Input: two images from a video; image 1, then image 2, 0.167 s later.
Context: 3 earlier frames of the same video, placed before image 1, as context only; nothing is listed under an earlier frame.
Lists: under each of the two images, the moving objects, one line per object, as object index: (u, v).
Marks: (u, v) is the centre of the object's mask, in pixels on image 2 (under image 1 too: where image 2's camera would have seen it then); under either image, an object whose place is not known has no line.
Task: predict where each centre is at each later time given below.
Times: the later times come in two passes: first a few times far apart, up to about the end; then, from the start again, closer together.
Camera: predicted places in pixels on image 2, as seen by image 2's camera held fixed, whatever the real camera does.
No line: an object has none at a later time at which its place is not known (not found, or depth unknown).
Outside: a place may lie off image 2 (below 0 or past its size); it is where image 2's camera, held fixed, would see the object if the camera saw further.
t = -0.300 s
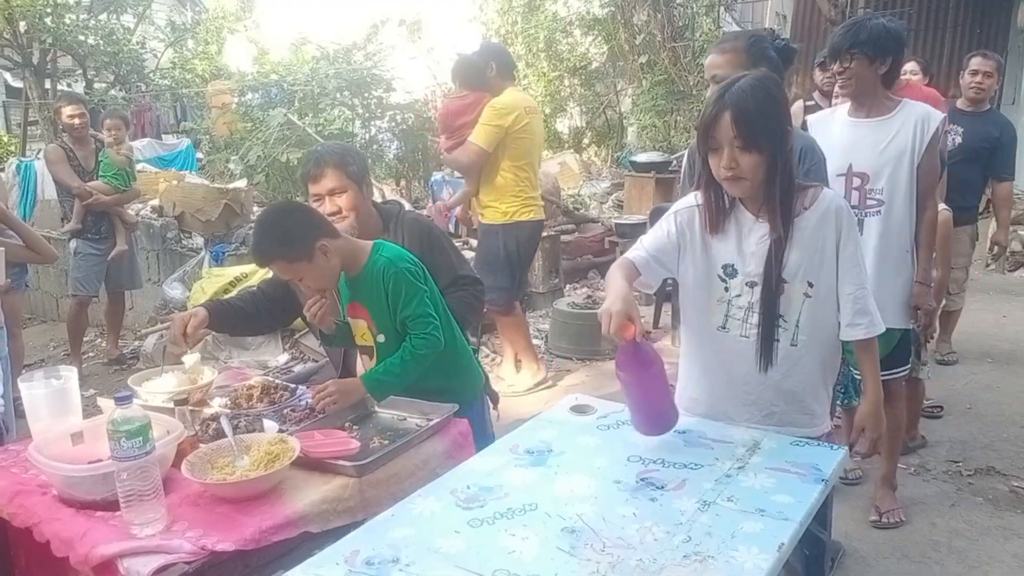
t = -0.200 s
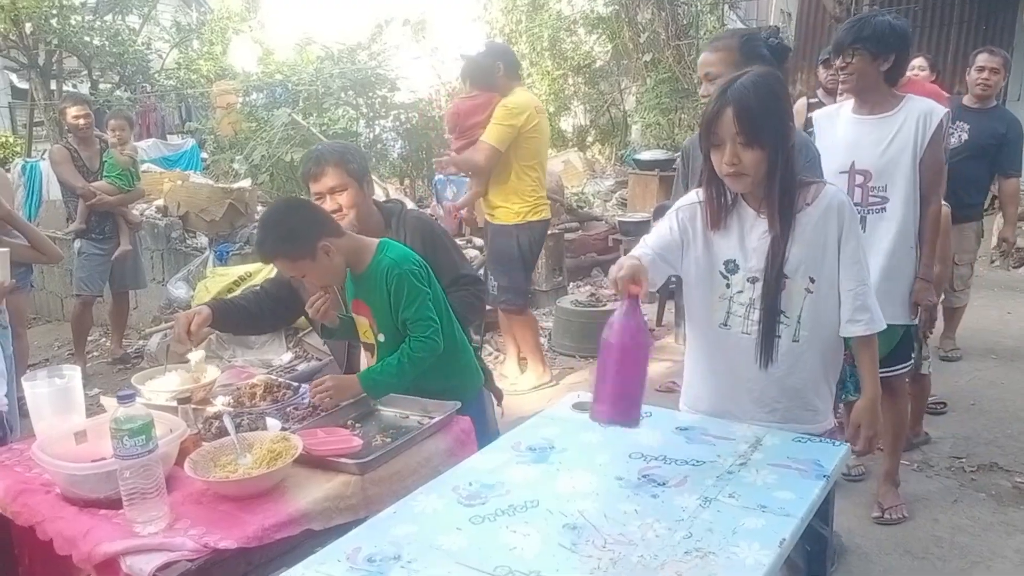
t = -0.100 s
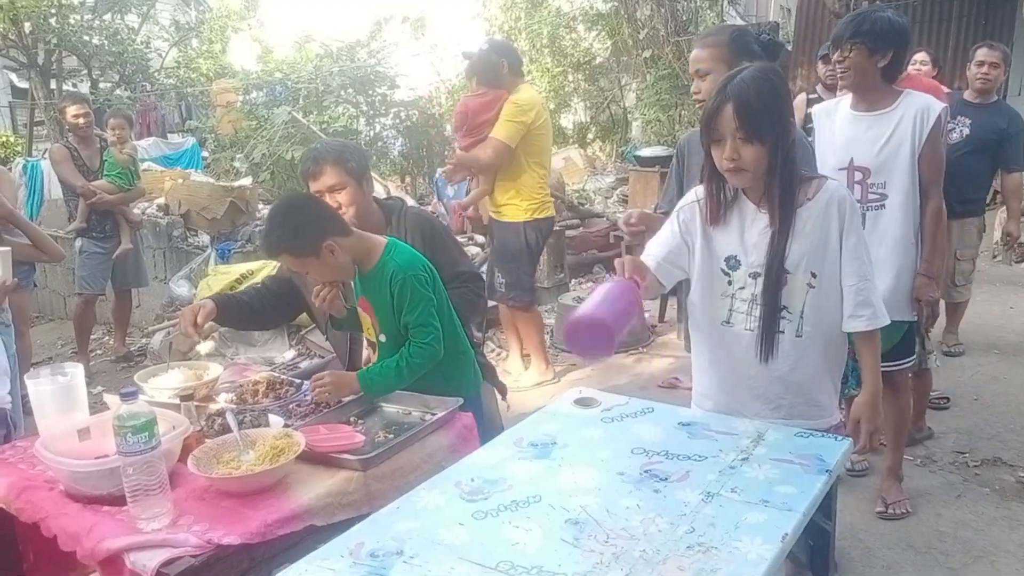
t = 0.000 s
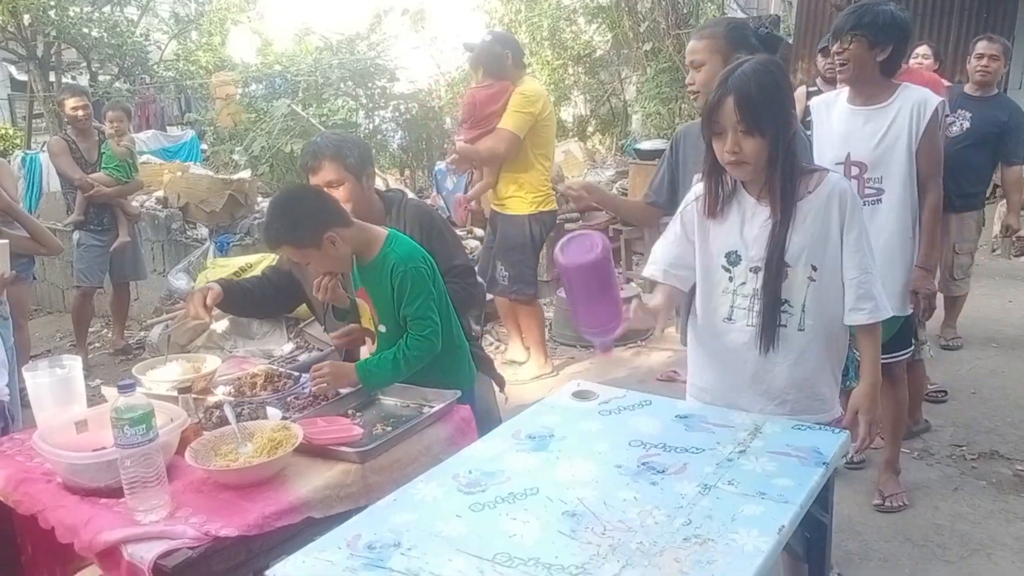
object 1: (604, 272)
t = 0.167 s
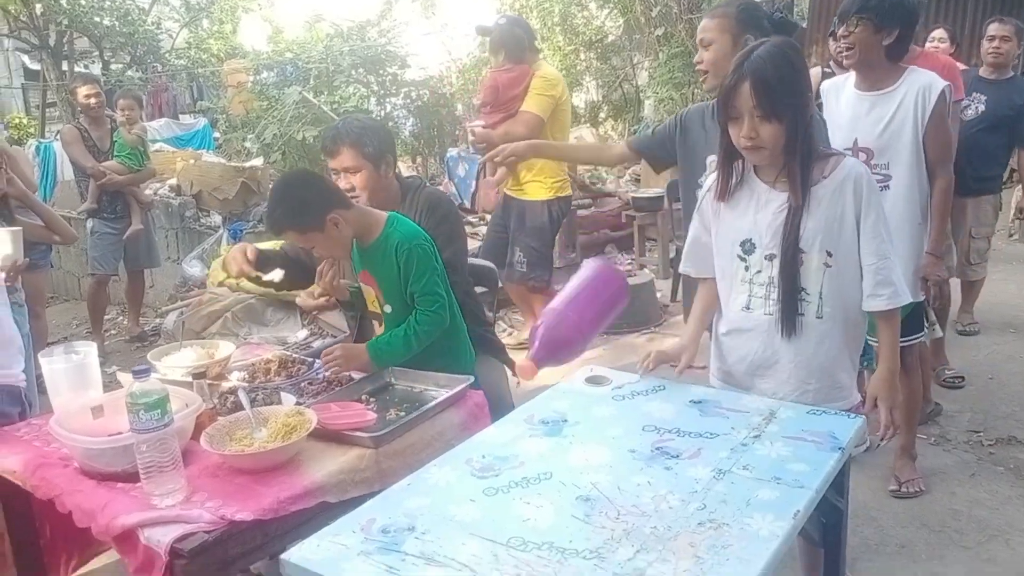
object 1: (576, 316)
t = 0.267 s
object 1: (577, 414)
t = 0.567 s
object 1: (551, 491)
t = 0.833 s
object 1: (554, 493)
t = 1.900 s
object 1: (595, 507)
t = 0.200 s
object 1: (574, 340)
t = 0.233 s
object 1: (574, 371)
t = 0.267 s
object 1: (577, 414)
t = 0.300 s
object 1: (575, 443)
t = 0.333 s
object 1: (573, 455)
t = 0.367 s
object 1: (568, 468)
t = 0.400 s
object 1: (562, 480)
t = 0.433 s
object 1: (556, 485)
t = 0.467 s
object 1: (552, 488)
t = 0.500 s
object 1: (551, 491)
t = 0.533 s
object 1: (551, 491)
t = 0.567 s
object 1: (551, 491)
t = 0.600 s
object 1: (553, 491)
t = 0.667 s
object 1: (553, 491)
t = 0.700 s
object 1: (554, 492)
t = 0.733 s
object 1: (554, 492)
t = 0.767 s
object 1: (554, 492)
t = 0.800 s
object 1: (554, 492)
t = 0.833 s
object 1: (554, 493)
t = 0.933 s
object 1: (557, 493)
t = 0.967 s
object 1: (558, 493)
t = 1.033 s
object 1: (559, 493)
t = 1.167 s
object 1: (564, 496)
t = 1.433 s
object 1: (574, 500)
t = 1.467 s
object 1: (577, 500)
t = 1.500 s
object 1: (578, 501)
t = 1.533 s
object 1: (578, 501)
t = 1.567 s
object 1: (580, 501)
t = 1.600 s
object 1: (581, 501)
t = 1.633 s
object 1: (583, 502)
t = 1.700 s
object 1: (586, 503)
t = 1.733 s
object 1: (587, 503)
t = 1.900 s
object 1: (595, 507)
